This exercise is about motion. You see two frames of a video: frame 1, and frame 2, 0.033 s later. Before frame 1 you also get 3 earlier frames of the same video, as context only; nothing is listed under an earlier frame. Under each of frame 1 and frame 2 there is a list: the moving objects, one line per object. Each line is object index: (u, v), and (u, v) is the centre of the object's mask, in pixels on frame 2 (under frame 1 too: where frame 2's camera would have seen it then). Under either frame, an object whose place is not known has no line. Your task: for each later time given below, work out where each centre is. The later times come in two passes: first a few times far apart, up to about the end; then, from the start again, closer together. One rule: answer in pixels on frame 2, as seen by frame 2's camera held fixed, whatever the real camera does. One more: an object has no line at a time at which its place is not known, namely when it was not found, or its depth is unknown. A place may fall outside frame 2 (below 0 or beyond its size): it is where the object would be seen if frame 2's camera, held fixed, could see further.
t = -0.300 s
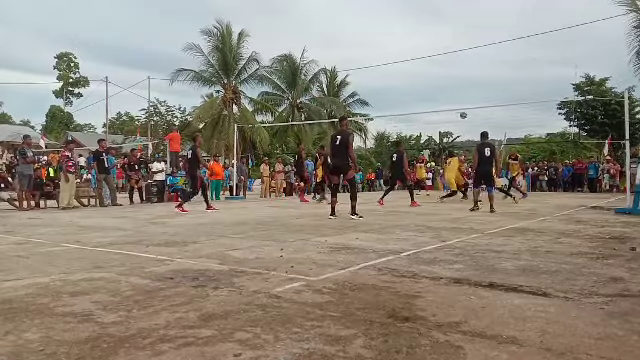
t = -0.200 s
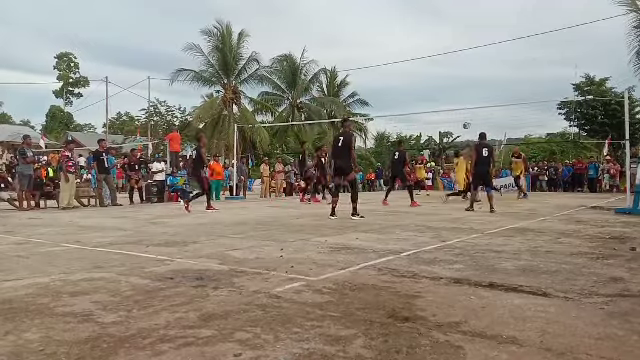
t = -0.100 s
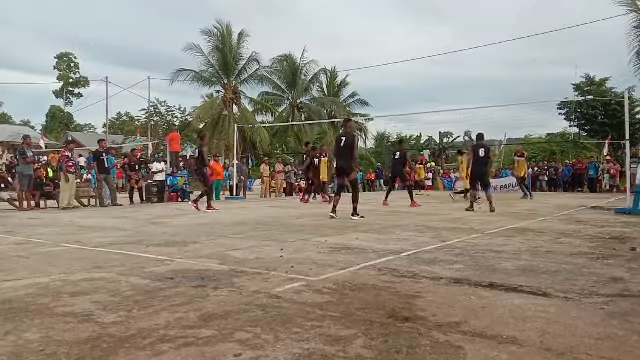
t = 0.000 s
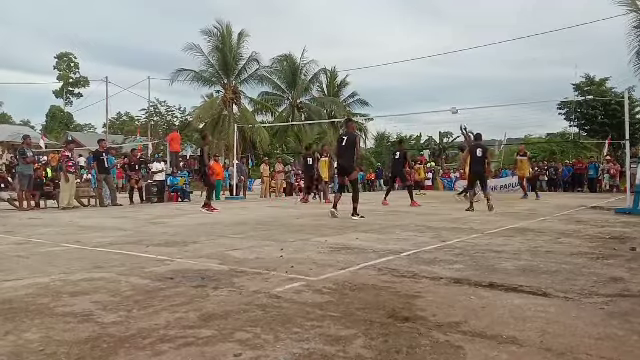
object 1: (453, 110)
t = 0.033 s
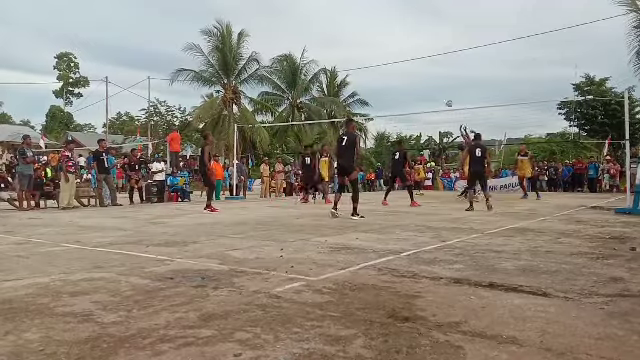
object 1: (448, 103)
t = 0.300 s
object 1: (414, 65)
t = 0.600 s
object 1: (379, 53)
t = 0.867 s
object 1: (351, 67)
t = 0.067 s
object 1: (444, 97)
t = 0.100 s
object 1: (440, 91)
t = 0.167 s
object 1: (431, 81)
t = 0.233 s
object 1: (423, 72)
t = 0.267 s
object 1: (419, 68)
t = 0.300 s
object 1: (414, 65)
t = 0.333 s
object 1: (410, 62)
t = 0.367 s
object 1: (406, 60)
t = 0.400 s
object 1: (402, 57)
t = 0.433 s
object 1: (398, 56)
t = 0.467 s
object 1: (394, 55)
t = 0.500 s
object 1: (391, 54)
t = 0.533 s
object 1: (387, 53)
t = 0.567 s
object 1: (383, 53)
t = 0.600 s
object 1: (379, 53)
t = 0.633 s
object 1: (375, 54)
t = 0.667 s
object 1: (372, 54)
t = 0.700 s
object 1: (368, 55)
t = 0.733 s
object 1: (364, 57)
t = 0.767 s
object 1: (361, 59)
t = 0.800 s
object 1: (357, 61)
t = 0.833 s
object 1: (354, 63)
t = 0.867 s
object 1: (351, 67)
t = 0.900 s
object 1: (348, 70)
